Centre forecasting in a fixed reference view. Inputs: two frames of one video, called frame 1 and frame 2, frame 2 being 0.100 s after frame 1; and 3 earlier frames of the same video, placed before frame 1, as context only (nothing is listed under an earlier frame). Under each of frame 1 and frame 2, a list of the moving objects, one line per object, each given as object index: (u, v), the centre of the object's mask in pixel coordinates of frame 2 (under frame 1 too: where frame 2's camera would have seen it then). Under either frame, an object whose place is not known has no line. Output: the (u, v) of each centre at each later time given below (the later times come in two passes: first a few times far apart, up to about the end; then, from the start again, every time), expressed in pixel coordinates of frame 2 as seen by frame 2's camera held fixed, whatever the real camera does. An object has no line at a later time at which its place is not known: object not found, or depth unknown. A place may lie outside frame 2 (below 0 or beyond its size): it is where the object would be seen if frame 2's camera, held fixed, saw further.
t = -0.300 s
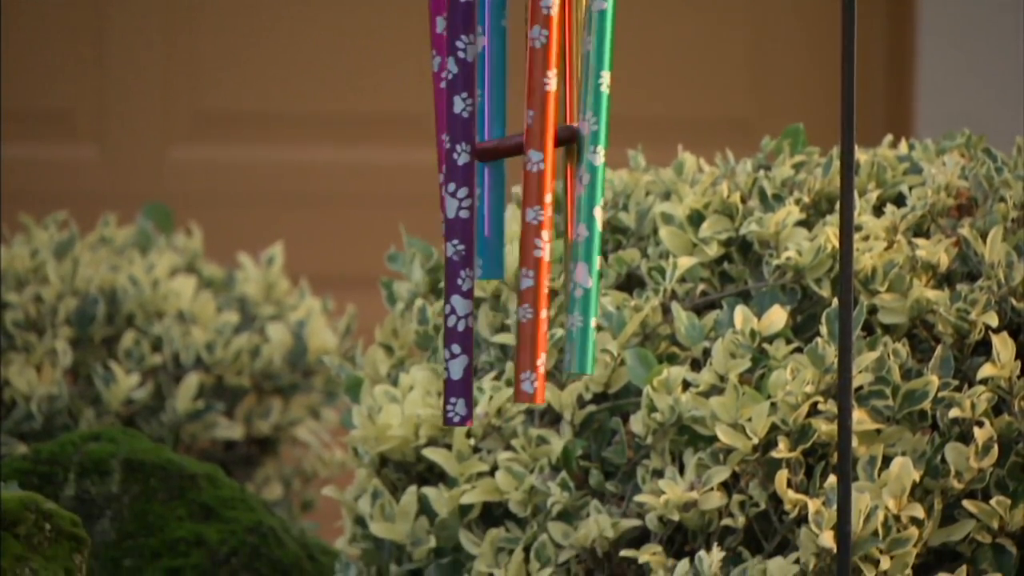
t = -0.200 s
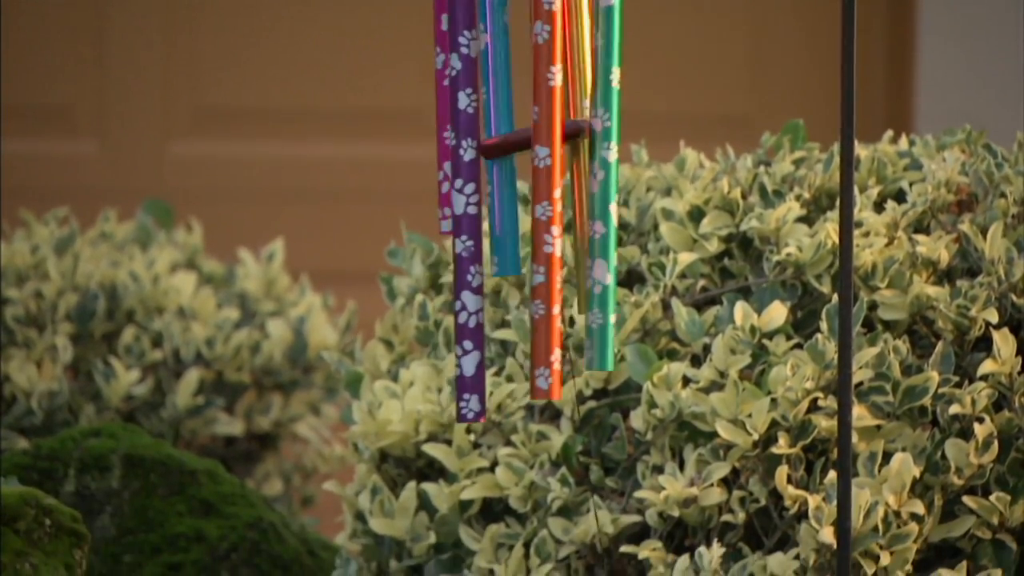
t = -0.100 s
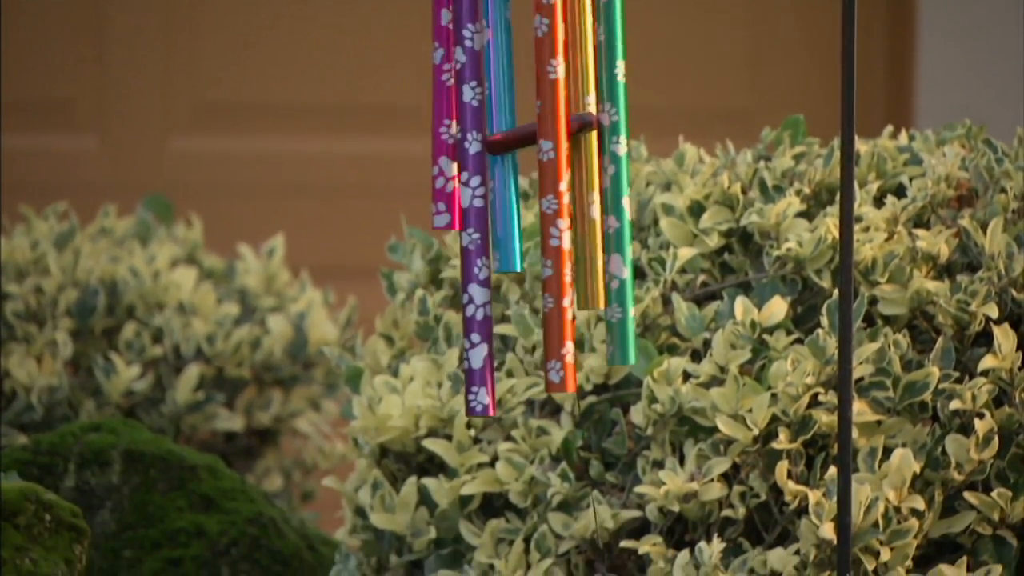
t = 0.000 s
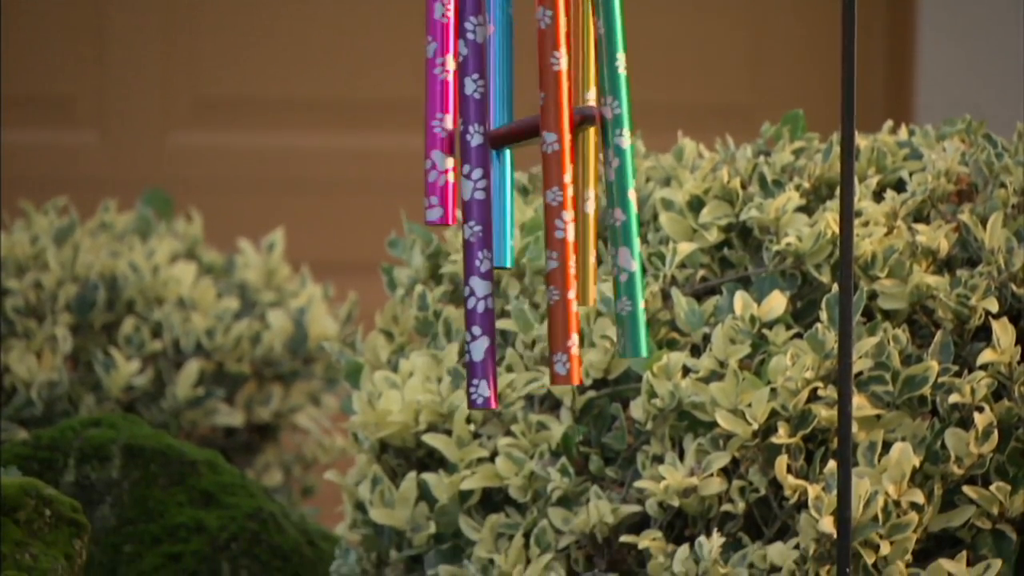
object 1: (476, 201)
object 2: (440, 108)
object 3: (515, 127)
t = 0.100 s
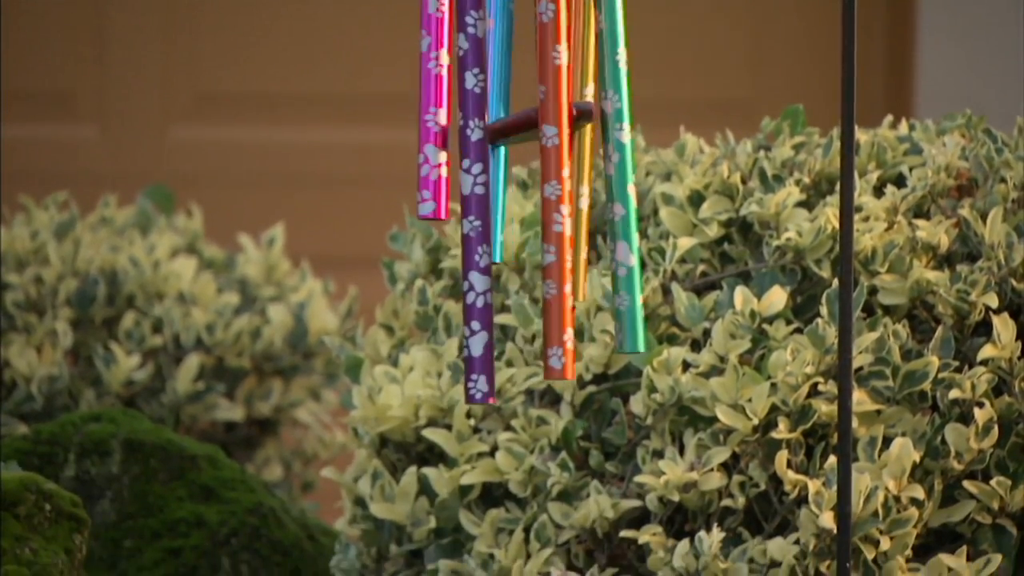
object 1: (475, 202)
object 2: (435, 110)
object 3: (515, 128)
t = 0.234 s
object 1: (465, 205)
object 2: (429, 115)
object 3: (505, 126)
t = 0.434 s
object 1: (449, 212)
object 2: (424, 120)
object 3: (488, 125)
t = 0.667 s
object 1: (428, 220)
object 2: (399, 127)
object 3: (474, 123)
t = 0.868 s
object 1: (432, 226)
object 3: (479, 125)
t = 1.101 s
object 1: (467, 238)
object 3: (501, 125)
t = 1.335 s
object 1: (488, 245)
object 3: (520, 127)
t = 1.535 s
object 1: (486, 252)
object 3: (522, 130)
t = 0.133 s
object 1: (473, 202)
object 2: (432, 111)
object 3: (513, 128)
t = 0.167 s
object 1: (471, 203)
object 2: (431, 112)
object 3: (510, 128)
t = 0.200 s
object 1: (468, 203)
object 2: (429, 113)
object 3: (508, 127)
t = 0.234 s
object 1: (465, 205)
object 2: (429, 115)
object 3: (505, 126)
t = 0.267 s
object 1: (463, 208)
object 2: (428, 116)
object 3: (502, 126)
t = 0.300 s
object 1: (460, 208)
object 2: (428, 117)
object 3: (499, 125)
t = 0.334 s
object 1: (458, 213)
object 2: (428, 118)
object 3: (496, 125)
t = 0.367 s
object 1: (455, 211)
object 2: (427, 120)
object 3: (493, 124)
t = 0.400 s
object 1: (452, 213)
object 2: (426, 120)
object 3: (491, 124)
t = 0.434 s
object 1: (449, 212)
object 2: (424, 120)
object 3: (488, 125)
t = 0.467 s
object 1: (445, 215)
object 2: (422, 120)
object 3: (486, 125)
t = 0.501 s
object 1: (442, 215)
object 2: (417, 120)
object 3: (483, 125)
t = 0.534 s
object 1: (438, 216)
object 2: (413, 123)
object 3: (481, 125)
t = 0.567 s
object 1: (435, 218)
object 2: (409, 124)
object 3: (478, 124)
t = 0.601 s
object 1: (433, 220)
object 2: (406, 125)
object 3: (476, 124)
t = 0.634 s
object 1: (430, 219)
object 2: (402, 127)
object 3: (474, 124)
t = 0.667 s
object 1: (428, 220)
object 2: (399, 127)
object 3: (474, 123)
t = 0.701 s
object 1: (426, 220)
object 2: (397, 128)
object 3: (473, 124)
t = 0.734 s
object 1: (425, 221)
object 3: (472, 124)
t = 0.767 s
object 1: (426, 223)
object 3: (473, 124)
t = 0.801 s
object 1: (427, 224)
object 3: (475, 124)
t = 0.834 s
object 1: (429, 224)
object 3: (476, 125)
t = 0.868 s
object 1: (432, 226)
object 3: (479, 125)
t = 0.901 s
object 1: (436, 229)
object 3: (481, 125)
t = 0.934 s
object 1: (441, 230)
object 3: (484, 126)
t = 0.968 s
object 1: (445, 231)
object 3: (487, 125)
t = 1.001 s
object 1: (451, 231)
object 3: (490, 125)
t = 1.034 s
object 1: (456, 235)
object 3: (494, 125)
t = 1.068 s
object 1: (462, 238)
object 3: (498, 124)
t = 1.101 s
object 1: (467, 238)
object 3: (501, 125)
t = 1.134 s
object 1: (472, 238)
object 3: (504, 125)
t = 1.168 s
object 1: (476, 240)
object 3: (507, 126)
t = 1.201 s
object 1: (479, 241)
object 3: (510, 127)
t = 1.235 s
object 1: (482, 241)
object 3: (513, 127)
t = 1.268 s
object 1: (485, 243)
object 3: (516, 127)
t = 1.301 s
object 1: (487, 243)
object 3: (518, 127)
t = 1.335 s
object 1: (488, 245)
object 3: (520, 127)
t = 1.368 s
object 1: (488, 244)
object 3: (521, 127)
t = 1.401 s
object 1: (487, 244)
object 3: (522, 127)
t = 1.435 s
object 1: (487, 244)
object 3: (522, 128)
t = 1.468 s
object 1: (487, 249)
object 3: (523, 129)
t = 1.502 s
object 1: (486, 249)
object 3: (523, 129)
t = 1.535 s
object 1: (486, 252)
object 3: (522, 130)
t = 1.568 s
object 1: (485, 253)
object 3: (520, 130)
